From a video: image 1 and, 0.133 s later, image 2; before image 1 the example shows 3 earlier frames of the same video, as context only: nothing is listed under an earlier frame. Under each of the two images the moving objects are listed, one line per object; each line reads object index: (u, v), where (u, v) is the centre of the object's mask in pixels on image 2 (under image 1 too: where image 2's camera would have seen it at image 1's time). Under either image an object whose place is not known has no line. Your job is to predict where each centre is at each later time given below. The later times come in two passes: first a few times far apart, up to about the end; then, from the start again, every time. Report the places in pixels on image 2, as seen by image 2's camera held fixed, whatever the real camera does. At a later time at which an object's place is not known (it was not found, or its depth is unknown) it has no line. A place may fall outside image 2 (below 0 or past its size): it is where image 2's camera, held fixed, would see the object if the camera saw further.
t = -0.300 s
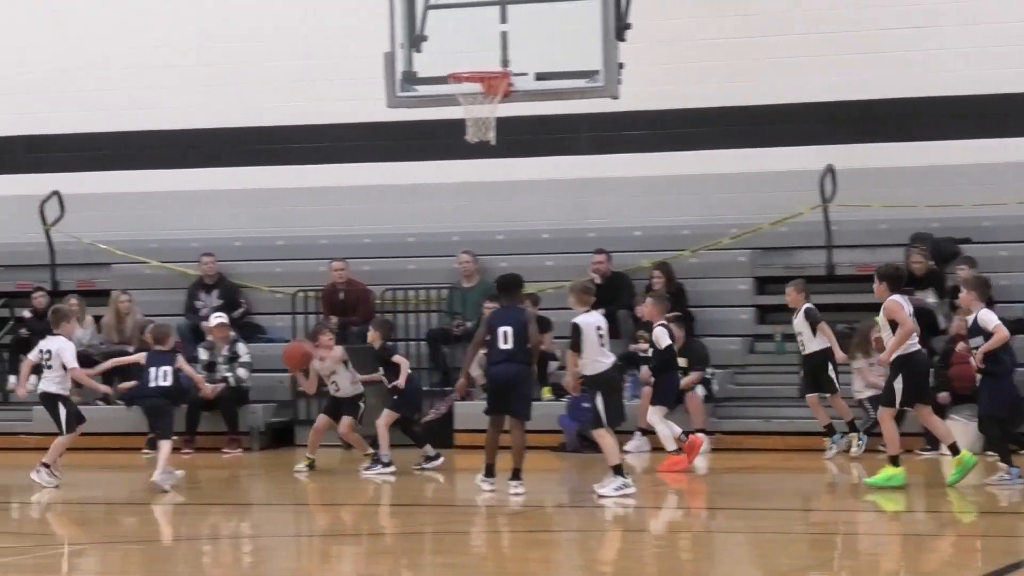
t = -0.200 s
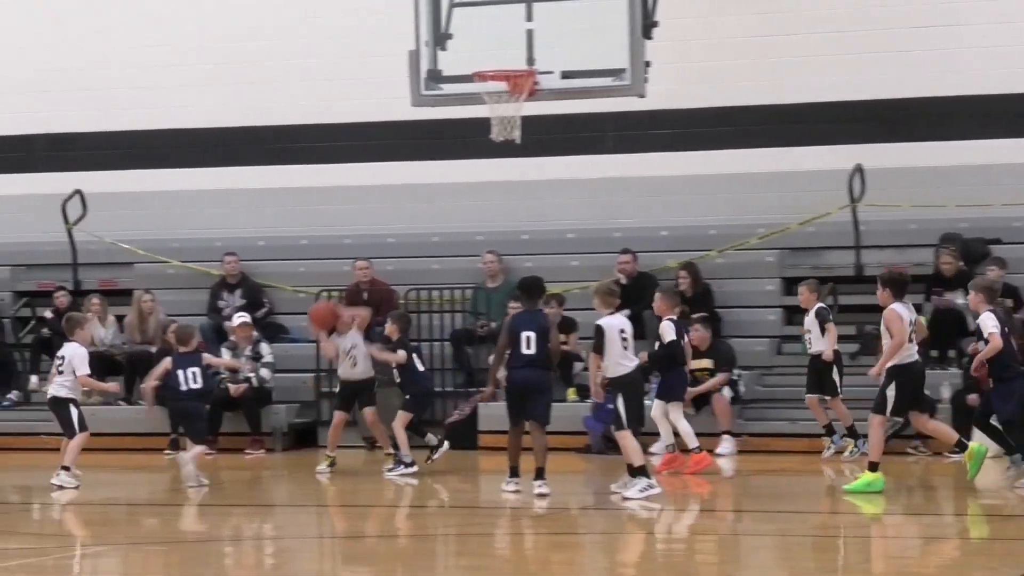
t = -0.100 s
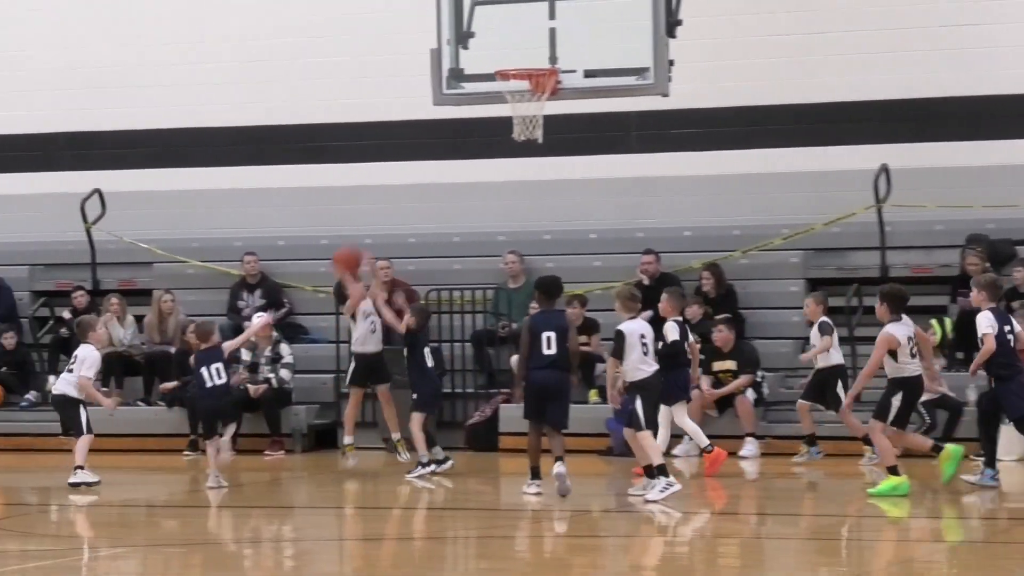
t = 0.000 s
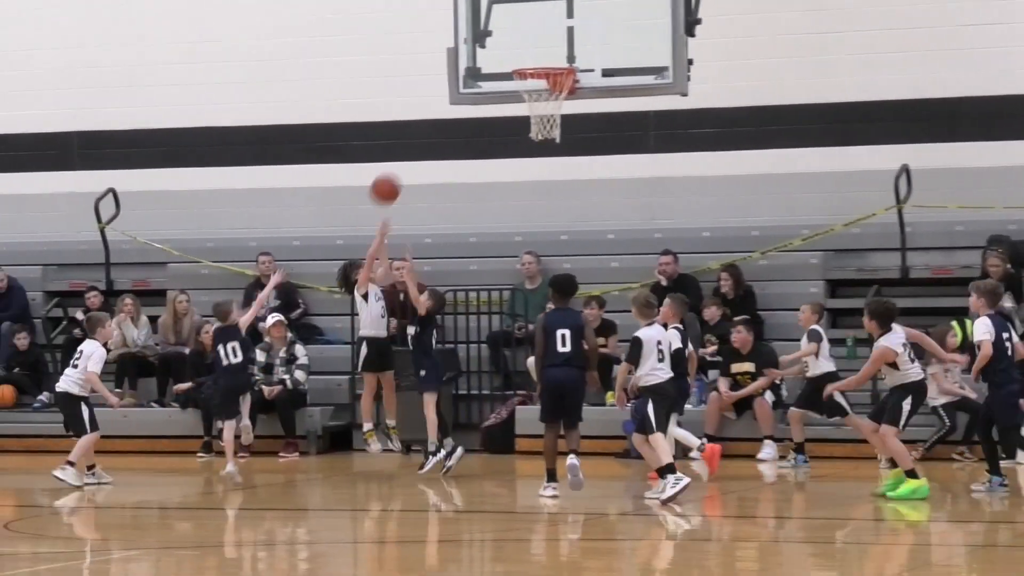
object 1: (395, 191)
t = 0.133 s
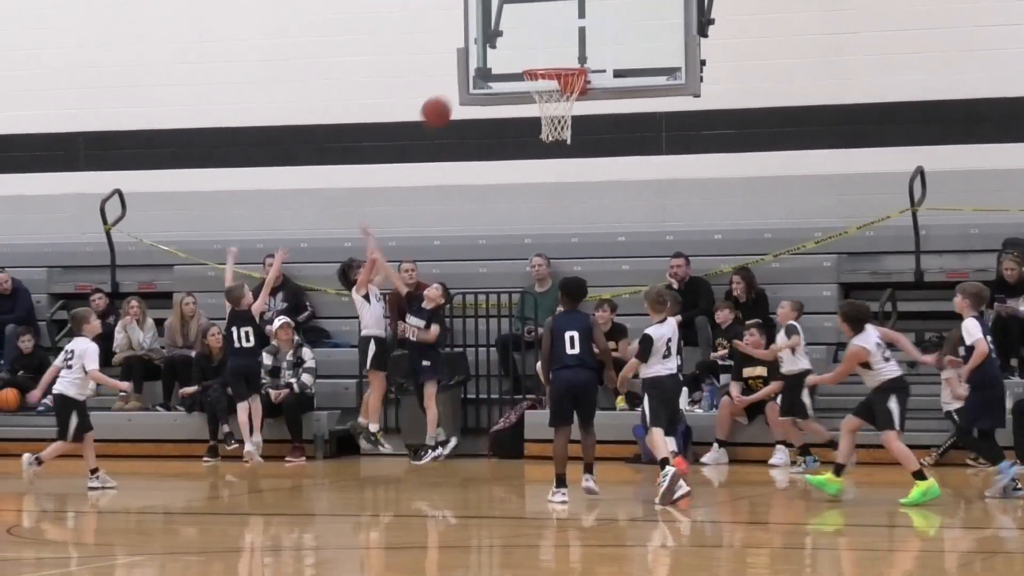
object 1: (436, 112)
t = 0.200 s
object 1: (457, 81)
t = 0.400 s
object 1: (522, 20)
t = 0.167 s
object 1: (447, 95)
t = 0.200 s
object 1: (457, 81)
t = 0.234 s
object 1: (468, 68)
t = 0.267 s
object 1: (478, 55)
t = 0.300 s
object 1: (489, 44)
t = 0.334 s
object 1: (499, 35)
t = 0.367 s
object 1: (511, 27)
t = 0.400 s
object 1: (522, 20)
